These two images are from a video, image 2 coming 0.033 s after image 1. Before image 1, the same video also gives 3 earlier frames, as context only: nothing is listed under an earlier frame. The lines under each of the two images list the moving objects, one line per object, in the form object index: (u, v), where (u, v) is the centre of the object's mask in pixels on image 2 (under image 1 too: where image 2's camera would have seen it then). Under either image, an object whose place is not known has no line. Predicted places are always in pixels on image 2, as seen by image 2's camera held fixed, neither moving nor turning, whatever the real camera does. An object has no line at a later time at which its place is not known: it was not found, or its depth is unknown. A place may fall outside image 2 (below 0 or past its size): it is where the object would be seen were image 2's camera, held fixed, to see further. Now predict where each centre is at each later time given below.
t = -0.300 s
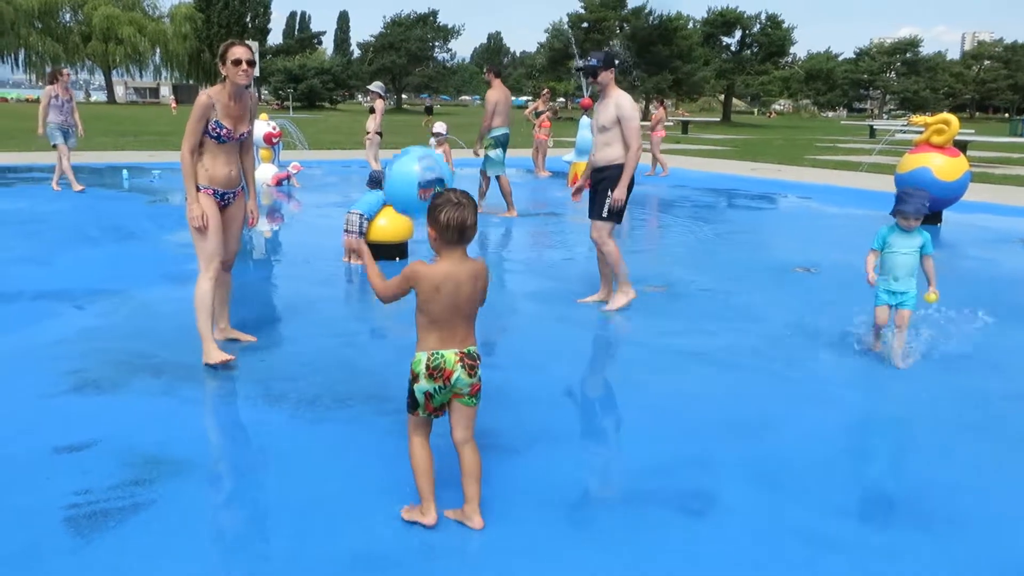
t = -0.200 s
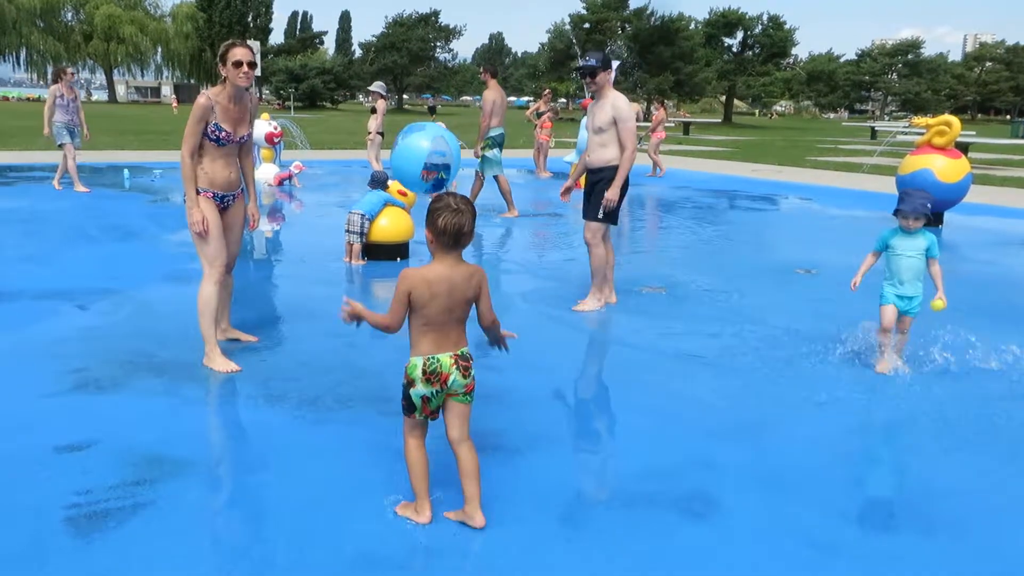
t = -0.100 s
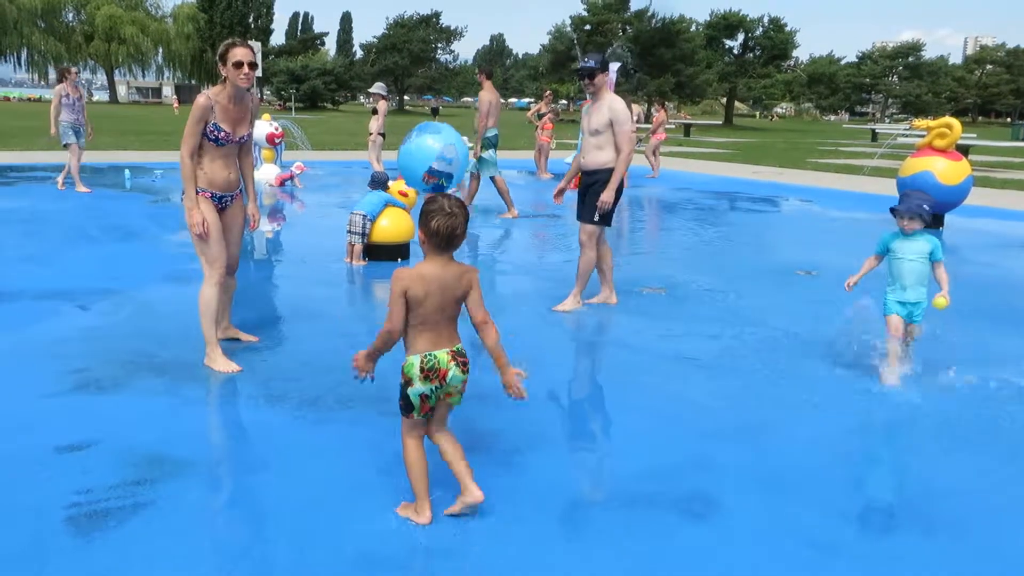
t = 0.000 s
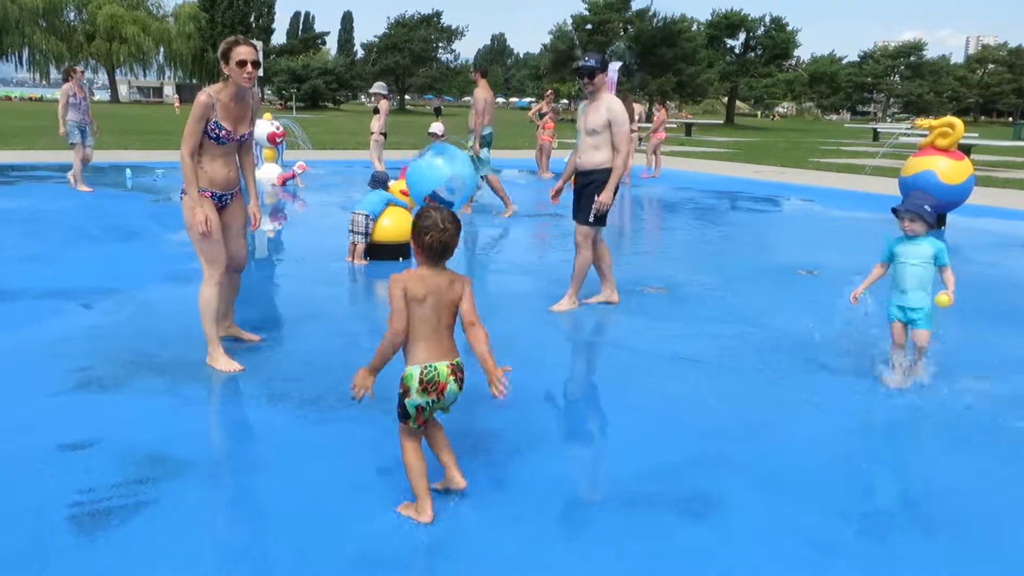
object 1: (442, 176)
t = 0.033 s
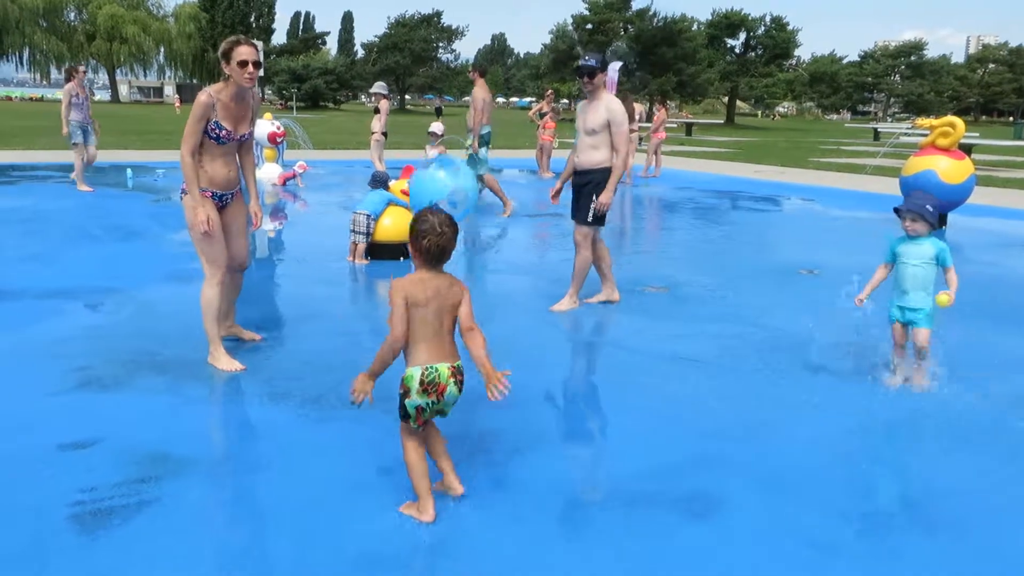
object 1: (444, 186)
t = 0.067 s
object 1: (449, 198)
